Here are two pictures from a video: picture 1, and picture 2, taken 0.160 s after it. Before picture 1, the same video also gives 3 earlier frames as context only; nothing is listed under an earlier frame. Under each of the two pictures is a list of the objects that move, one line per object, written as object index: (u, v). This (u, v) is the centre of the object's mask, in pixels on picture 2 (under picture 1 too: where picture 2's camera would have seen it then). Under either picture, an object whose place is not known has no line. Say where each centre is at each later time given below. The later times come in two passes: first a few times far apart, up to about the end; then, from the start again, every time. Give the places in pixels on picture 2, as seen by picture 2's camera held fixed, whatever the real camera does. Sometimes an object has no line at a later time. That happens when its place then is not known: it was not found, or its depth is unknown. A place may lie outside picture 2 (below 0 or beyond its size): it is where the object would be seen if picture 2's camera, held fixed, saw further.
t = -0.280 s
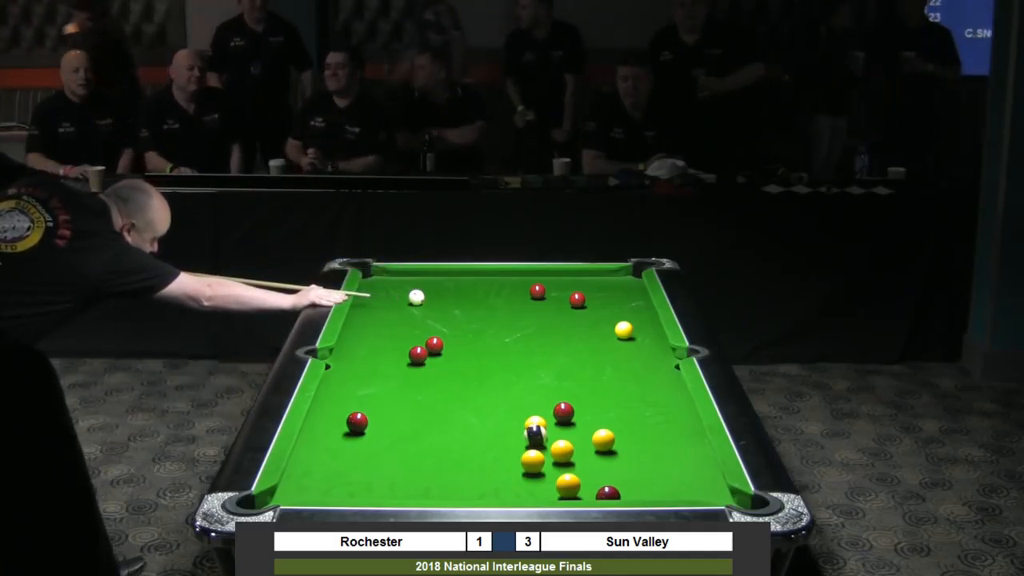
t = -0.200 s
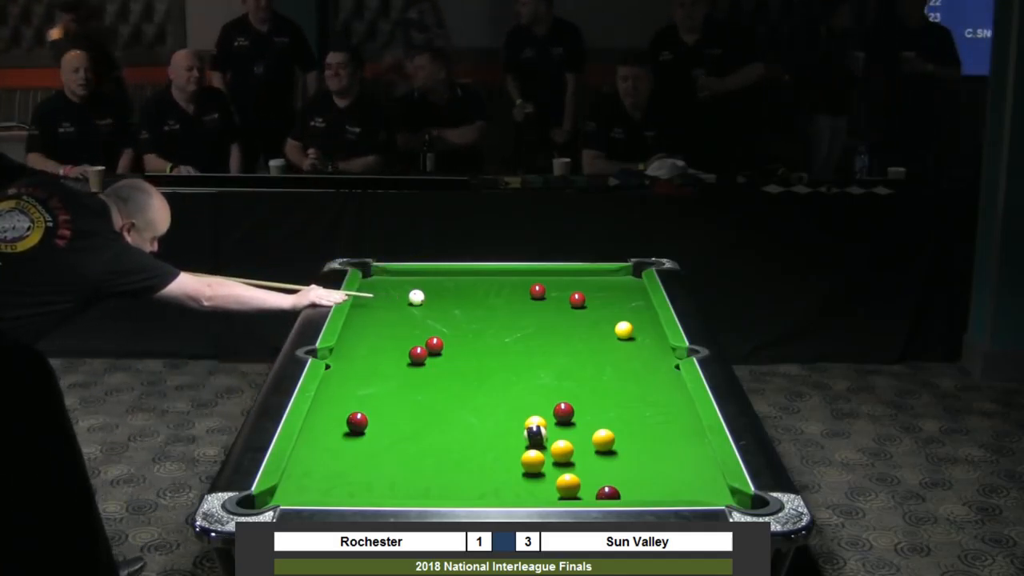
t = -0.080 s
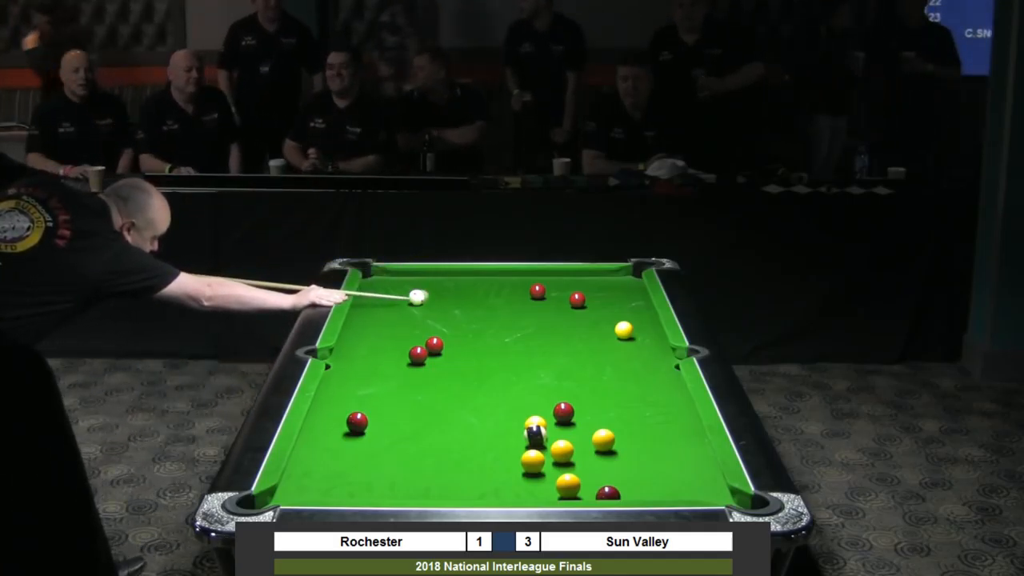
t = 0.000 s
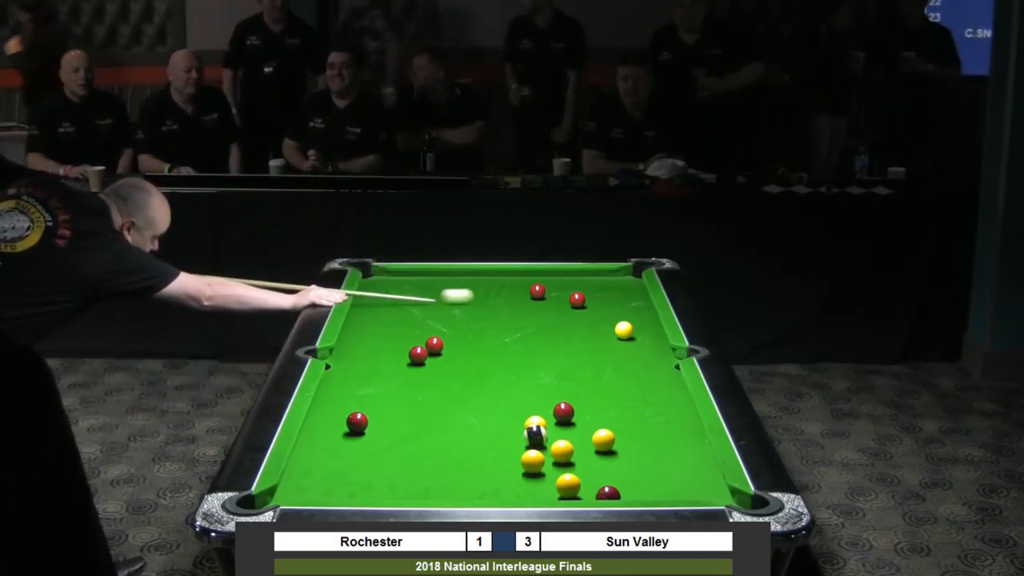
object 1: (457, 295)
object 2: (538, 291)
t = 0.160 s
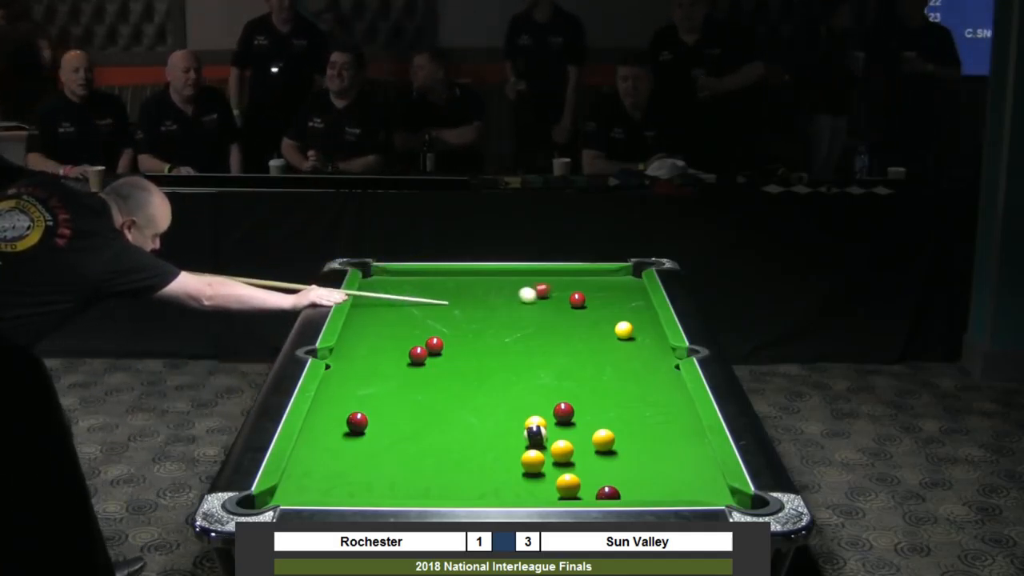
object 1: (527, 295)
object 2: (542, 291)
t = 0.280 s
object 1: (542, 300)
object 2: (564, 286)
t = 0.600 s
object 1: (581, 312)
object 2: (612, 277)
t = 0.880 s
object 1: (612, 320)
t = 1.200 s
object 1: (652, 328)
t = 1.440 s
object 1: (639, 331)
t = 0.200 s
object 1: (532, 297)
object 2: (550, 289)
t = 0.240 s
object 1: (537, 298)
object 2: (558, 288)
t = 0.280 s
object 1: (542, 300)
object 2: (564, 286)
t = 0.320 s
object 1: (547, 301)
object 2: (570, 285)
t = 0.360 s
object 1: (552, 303)
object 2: (576, 284)
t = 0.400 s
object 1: (556, 304)
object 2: (582, 283)
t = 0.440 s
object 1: (561, 306)
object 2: (588, 282)
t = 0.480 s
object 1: (566, 307)
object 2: (594, 281)
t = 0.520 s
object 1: (571, 309)
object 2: (600, 280)
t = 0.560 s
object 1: (576, 310)
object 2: (606, 278)
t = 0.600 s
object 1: (581, 312)
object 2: (612, 277)
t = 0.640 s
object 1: (586, 313)
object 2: (617, 276)
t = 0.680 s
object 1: (590, 314)
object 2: (622, 275)
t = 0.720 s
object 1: (595, 316)
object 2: (628, 274)
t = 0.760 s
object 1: (600, 317)
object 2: (633, 273)
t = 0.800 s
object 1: (605, 319)
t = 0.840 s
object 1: (609, 320)
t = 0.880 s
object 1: (612, 320)
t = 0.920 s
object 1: (617, 320)
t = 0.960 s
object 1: (623, 321)
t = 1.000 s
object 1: (630, 322)
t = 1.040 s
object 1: (635, 325)
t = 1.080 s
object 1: (639, 326)
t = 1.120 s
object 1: (643, 327)
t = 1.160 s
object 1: (647, 328)
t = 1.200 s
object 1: (652, 328)
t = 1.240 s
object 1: (653, 329)
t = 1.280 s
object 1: (651, 329)
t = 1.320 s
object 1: (648, 330)
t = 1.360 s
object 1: (645, 330)
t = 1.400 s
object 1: (642, 330)
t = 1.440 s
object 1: (639, 331)
